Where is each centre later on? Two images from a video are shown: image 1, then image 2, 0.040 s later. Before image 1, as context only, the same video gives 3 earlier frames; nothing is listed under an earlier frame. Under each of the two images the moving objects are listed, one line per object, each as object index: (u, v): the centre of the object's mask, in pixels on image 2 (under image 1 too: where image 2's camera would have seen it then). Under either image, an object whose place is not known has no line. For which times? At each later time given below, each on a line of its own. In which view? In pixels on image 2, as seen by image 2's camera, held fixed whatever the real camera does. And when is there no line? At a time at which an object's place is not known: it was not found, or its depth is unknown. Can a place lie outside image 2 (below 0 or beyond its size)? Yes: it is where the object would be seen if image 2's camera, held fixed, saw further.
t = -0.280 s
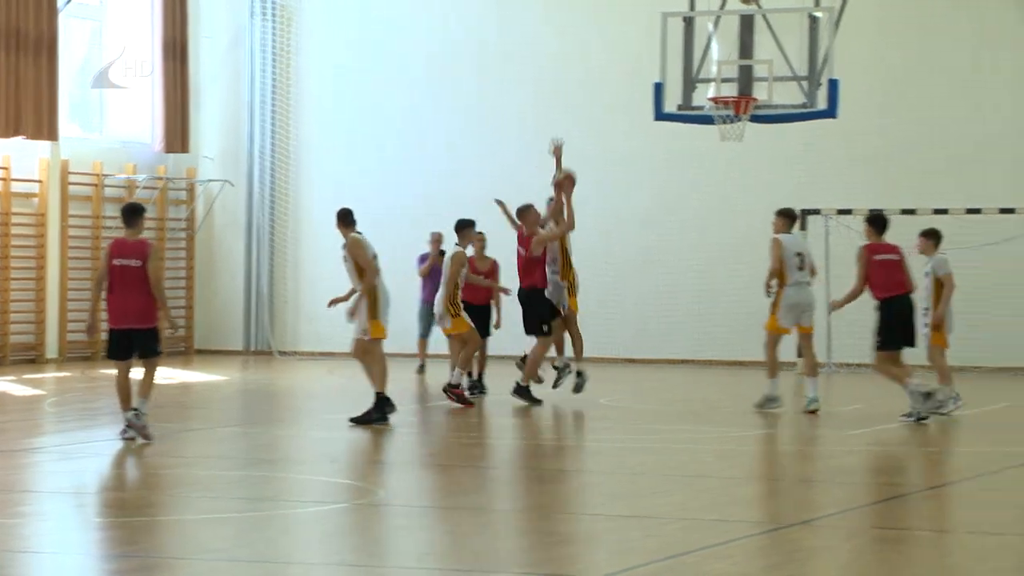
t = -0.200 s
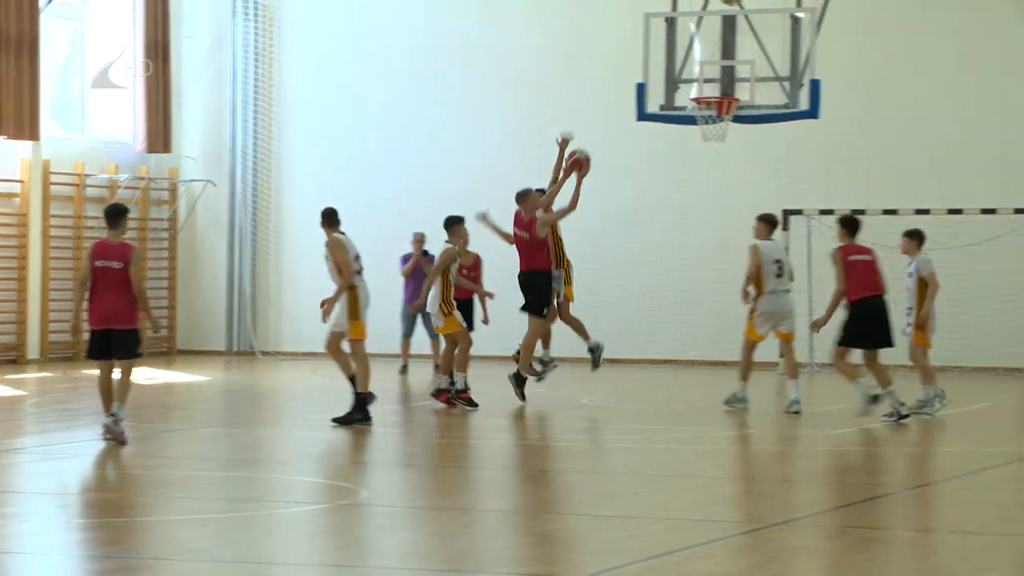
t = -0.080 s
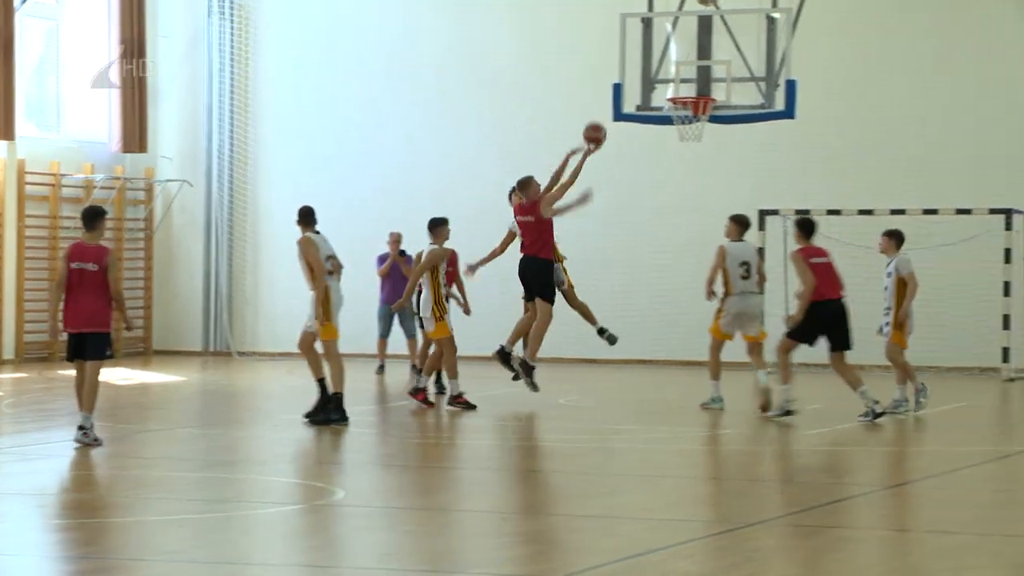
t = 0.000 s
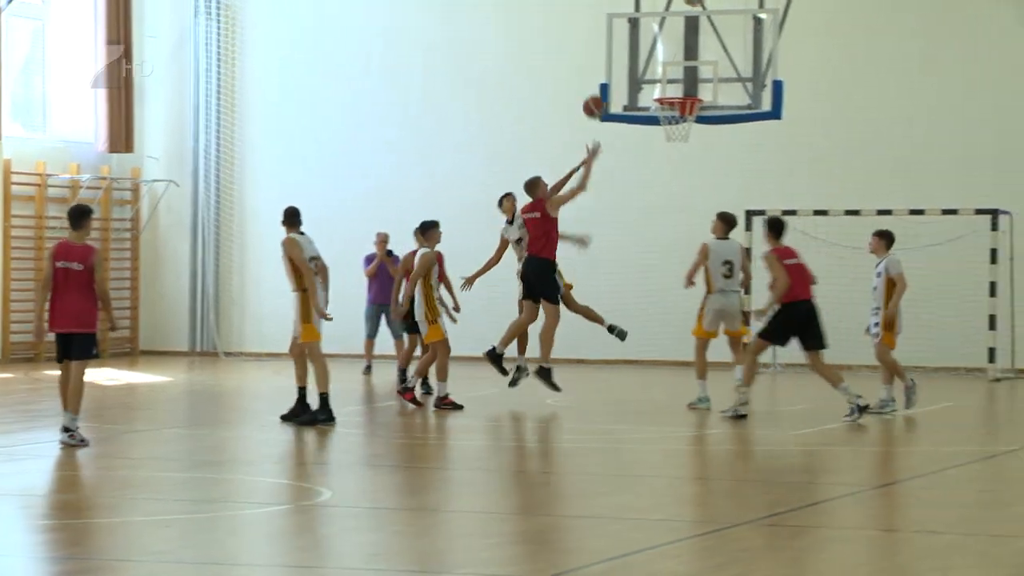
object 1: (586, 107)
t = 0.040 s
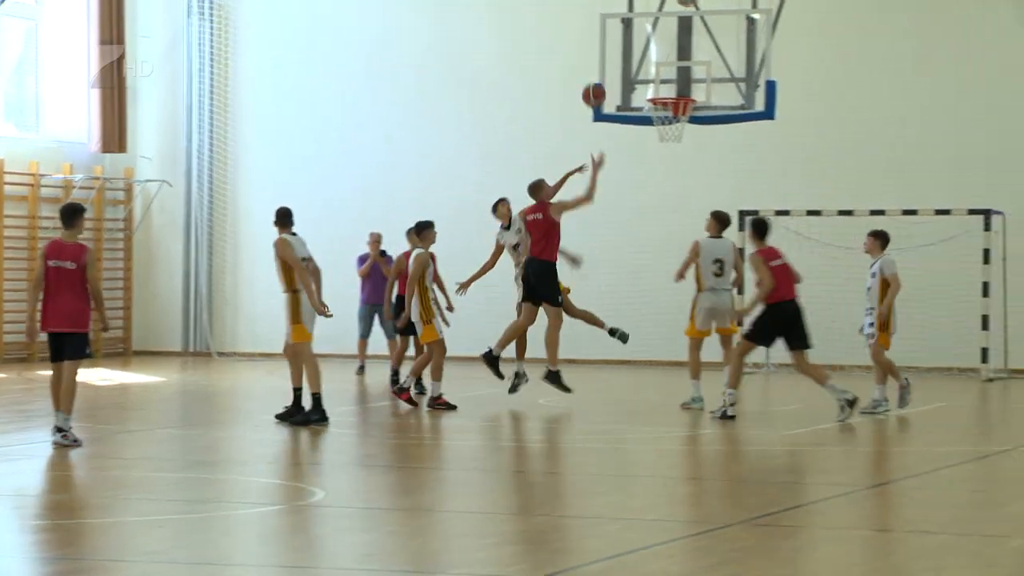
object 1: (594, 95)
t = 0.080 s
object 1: (599, 85)
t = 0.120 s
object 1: (605, 76)
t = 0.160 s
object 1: (610, 69)
